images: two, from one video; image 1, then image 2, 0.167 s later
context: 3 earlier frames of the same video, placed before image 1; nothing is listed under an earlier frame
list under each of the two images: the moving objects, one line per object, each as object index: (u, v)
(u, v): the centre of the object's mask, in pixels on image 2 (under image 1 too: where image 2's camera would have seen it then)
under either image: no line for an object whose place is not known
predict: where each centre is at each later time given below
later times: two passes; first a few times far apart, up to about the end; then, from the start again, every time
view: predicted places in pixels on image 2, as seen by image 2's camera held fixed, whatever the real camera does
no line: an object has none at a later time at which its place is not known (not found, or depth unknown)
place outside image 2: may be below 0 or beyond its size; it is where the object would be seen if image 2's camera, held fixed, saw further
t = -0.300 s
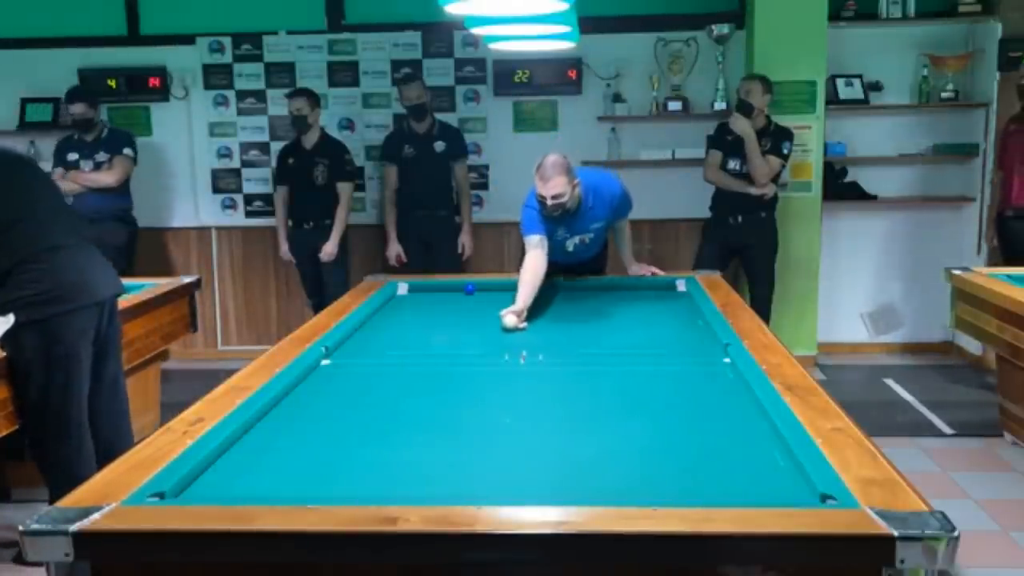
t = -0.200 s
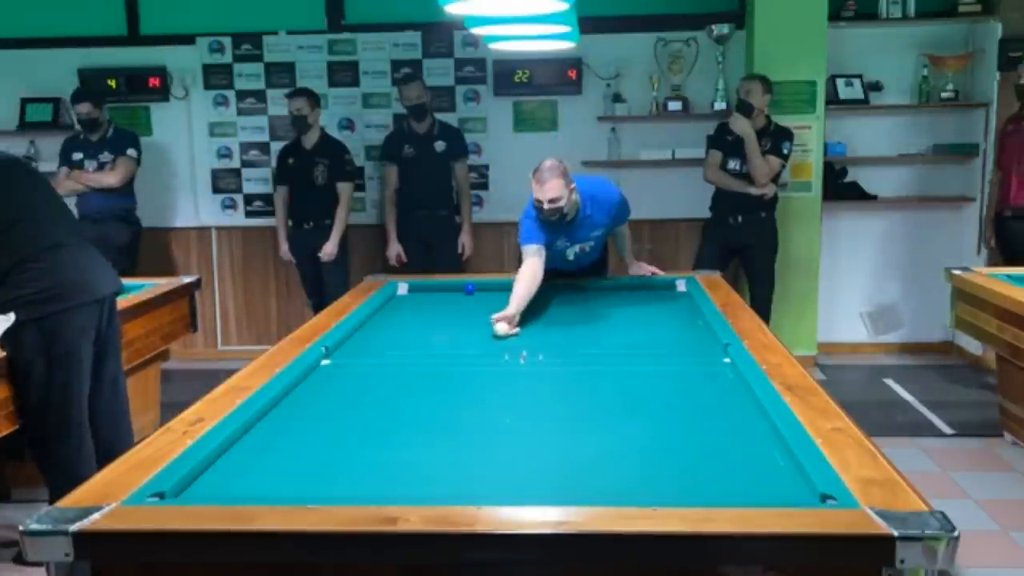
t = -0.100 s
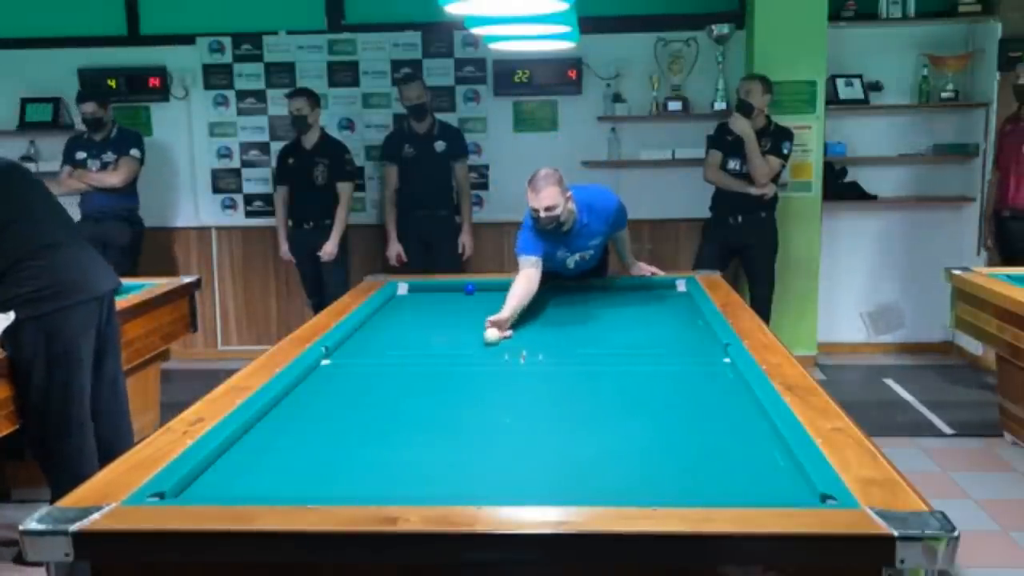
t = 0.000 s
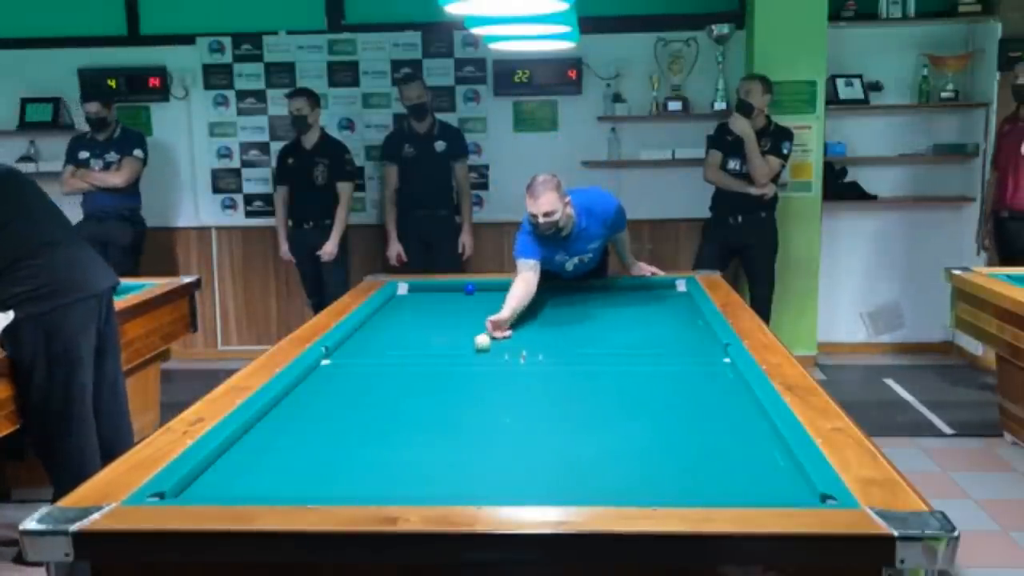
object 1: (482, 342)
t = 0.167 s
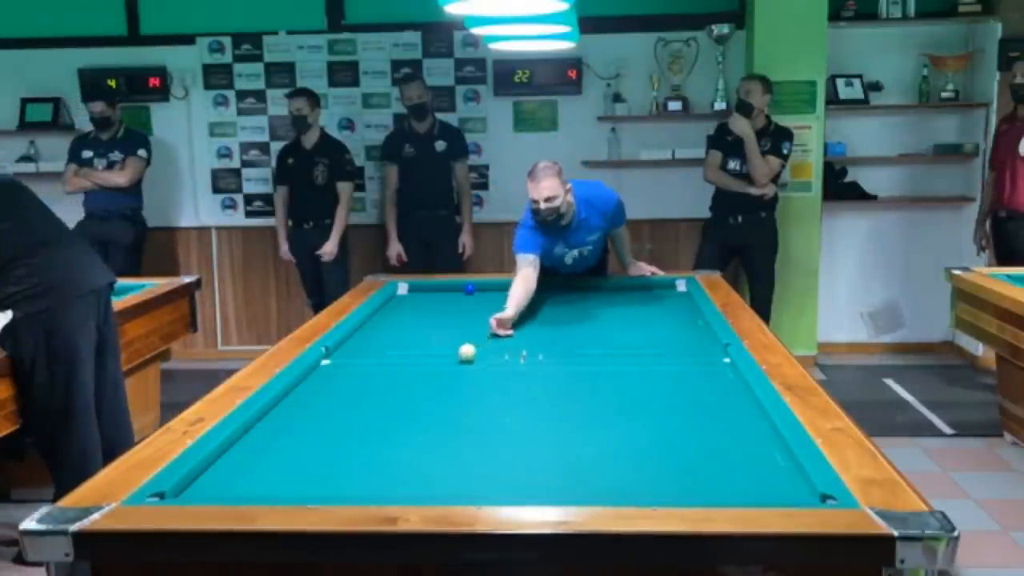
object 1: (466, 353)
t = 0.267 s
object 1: (456, 359)
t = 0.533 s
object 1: (427, 379)
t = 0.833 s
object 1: (389, 405)
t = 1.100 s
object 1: (348, 432)
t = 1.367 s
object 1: (300, 464)
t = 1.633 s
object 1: (244, 493)
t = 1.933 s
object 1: (251, 474)
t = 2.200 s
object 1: (255, 454)
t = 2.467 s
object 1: (260, 436)
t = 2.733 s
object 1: (263, 421)
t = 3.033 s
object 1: (283, 406)
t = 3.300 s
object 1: (300, 396)
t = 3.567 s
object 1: (316, 385)
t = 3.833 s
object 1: (330, 376)
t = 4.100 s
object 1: (343, 368)
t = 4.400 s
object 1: (356, 359)
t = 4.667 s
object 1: (367, 352)
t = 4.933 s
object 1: (376, 346)
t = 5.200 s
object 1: (384, 341)
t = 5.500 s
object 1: (392, 335)
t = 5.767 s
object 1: (400, 330)
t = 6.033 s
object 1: (406, 326)
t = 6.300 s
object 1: (412, 322)
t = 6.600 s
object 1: (418, 318)
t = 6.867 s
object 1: (423, 314)
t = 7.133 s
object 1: (427, 311)
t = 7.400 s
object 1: (431, 309)
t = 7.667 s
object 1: (435, 306)
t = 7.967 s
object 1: (439, 303)
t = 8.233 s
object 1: (443, 301)
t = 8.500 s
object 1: (446, 299)
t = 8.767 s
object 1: (449, 297)
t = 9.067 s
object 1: (452, 296)
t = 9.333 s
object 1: (454, 294)
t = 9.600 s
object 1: (456, 293)
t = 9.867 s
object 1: (458, 292)
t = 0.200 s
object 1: (463, 355)
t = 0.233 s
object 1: (460, 357)
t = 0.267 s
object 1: (456, 359)
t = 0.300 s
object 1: (453, 361)
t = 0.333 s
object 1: (450, 364)
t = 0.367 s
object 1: (446, 366)
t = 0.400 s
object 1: (442, 369)
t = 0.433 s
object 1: (439, 371)
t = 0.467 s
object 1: (435, 374)
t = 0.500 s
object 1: (431, 376)
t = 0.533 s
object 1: (427, 379)
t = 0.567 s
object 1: (423, 382)
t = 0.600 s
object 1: (419, 384)
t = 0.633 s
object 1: (415, 387)
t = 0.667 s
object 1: (411, 390)
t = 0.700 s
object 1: (407, 393)
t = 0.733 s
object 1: (402, 396)
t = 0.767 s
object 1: (398, 398)
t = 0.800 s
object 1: (393, 402)
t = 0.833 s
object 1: (389, 405)
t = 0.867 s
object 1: (384, 408)
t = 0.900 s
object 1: (379, 411)
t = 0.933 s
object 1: (374, 414)
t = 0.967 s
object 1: (370, 418)
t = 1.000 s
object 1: (364, 421)
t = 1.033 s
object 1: (359, 424)
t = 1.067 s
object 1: (354, 428)
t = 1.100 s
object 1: (348, 432)
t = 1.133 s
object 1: (343, 435)
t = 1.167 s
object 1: (337, 439)
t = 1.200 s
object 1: (332, 443)
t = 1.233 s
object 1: (326, 447)
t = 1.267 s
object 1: (319, 451)
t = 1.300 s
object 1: (313, 455)
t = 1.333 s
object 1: (307, 459)
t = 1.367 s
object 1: (300, 464)
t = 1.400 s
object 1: (294, 468)
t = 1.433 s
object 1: (287, 472)
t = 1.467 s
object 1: (280, 477)
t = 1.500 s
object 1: (274, 481)
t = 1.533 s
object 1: (267, 484)
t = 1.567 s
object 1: (260, 488)
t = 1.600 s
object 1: (253, 490)
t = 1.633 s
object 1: (244, 493)
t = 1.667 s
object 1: (245, 491)
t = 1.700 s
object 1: (246, 490)
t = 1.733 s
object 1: (248, 486)
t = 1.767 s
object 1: (248, 485)
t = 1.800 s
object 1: (249, 483)
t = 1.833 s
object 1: (249, 482)
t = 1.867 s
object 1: (249, 479)
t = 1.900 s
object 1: (250, 476)
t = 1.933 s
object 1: (251, 474)
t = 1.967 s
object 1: (251, 471)
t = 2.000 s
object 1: (252, 469)
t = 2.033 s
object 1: (253, 467)
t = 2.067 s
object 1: (253, 464)
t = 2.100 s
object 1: (254, 461)
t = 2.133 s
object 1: (255, 458)
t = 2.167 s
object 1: (255, 456)
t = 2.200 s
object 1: (255, 454)
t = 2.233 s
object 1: (256, 452)
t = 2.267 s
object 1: (257, 449)
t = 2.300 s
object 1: (257, 447)
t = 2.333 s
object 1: (257, 445)
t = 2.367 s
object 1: (258, 443)
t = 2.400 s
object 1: (258, 441)
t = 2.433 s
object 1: (259, 438)
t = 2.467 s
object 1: (260, 436)
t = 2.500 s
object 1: (260, 434)
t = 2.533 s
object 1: (260, 432)
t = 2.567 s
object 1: (261, 430)
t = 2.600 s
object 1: (261, 428)
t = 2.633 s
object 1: (262, 426)
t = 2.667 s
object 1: (262, 424)
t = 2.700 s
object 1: (263, 423)
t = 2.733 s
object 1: (263, 421)
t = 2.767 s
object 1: (265, 419)
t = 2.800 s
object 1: (267, 417)
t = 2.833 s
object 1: (269, 416)
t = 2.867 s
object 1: (272, 414)
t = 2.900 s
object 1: (274, 412)
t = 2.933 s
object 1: (276, 411)
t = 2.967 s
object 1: (279, 409)
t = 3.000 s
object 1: (281, 408)
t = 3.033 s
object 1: (283, 406)
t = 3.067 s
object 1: (286, 405)
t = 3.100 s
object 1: (288, 404)
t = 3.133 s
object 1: (290, 402)
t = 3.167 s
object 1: (292, 401)
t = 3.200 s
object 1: (294, 400)
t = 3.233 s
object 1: (296, 398)
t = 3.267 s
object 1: (298, 397)
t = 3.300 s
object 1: (300, 396)
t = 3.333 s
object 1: (302, 395)
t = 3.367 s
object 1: (304, 393)
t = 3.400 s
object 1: (306, 392)
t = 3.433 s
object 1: (308, 390)
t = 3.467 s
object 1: (310, 389)
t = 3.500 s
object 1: (312, 388)
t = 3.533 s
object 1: (314, 386)
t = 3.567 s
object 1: (316, 385)
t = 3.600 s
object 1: (318, 384)
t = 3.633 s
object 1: (320, 383)
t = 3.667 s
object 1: (321, 382)
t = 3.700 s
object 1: (323, 381)
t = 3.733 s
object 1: (325, 380)
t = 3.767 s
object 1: (327, 379)
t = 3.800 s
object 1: (329, 377)
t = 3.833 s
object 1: (330, 376)
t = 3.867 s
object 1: (332, 375)
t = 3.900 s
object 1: (333, 374)
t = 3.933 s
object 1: (335, 373)
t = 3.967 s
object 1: (337, 372)
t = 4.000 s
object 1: (338, 371)
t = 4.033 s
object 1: (340, 370)
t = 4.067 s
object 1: (342, 369)
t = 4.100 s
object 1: (343, 368)
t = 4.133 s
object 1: (344, 367)
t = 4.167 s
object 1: (346, 366)
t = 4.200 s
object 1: (347, 365)
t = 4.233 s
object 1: (349, 364)
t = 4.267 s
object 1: (350, 363)
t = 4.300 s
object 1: (352, 362)
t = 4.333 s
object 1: (353, 361)
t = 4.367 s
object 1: (354, 360)
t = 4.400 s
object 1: (356, 359)
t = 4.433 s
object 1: (357, 358)
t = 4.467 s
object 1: (358, 358)
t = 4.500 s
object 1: (360, 357)
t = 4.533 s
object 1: (361, 356)
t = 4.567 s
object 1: (362, 355)
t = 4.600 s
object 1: (364, 354)
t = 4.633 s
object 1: (365, 354)
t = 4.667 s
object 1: (367, 352)
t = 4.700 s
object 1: (367, 352)
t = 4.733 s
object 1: (369, 351)
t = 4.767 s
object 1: (370, 350)
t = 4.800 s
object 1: (371, 349)
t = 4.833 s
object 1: (372, 349)
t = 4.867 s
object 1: (373, 348)
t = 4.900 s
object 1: (374, 347)
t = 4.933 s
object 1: (376, 346)
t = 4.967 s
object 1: (377, 346)
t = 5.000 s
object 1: (378, 345)
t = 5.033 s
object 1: (379, 344)
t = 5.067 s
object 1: (380, 344)
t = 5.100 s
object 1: (381, 343)
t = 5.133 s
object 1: (382, 342)
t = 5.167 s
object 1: (383, 342)
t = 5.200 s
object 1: (384, 341)
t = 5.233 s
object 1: (385, 340)
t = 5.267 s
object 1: (386, 339)
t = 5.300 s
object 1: (387, 339)
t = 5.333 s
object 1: (388, 338)
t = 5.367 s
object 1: (389, 338)
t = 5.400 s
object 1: (390, 337)
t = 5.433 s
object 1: (391, 336)
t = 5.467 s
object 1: (392, 336)
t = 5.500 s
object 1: (392, 335)
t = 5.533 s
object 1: (394, 334)
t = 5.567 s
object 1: (395, 334)
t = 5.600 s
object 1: (395, 333)
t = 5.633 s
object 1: (396, 333)
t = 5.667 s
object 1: (397, 332)
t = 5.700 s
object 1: (398, 331)
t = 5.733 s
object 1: (399, 331)
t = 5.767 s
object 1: (400, 330)
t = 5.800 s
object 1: (401, 330)
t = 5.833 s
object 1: (401, 329)
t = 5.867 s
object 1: (402, 329)
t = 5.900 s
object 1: (403, 328)
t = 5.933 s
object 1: (404, 328)
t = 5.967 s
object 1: (405, 327)
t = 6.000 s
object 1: (405, 327)
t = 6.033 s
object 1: (406, 326)
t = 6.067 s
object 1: (407, 325)
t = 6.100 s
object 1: (408, 325)
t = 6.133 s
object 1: (408, 324)
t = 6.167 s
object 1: (409, 324)
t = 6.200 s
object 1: (410, 323)
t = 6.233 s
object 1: (411, 323)
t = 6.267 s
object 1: (411, 322)
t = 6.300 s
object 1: (412, 322)
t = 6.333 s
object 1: (413, 321)
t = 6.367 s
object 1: (413, 321)
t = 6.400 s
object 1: (414, 320)
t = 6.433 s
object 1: (415, 320)
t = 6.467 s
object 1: (415, 319)
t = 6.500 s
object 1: (416, 319)
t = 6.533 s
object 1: (416, 319)
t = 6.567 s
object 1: (417, 318)
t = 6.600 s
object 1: (418, 318)
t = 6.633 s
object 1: (418, 317)
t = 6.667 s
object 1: (419, 317)
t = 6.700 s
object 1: (419, 316)
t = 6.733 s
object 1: (420, 316)
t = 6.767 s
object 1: (421, 316)
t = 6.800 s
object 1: (421, 315)
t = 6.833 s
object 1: (422, 315)
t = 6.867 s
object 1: (423, 314)
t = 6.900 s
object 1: (423, 314)
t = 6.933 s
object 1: (424, 314)
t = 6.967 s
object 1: (424, 313)
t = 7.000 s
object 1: (425, 313)
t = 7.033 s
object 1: (426, 312)
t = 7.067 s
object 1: (426, 312)
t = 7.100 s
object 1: (427, 312)
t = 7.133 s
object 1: (427, 311)
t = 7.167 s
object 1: (428, 311)
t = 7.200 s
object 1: (428, 311)
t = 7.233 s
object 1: (429, 310)
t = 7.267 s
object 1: (429, 310)
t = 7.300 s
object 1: (429, 310)
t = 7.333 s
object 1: (430, 309)
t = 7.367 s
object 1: (431, 309)
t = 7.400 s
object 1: (431, 309)
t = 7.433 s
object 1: (432, 308)
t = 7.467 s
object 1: (432, 308)
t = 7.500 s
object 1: (433, 308)
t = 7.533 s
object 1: (433, 307)
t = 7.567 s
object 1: (434, 307)
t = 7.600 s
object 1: (434, 307)
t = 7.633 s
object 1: (434, 306)
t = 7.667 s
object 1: (435, 306)
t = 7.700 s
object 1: (435, 306)
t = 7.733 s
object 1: (436, 305)
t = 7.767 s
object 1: (436, 305)
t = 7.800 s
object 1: (437, 305)
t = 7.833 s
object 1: (437, 305)
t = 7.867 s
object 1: (438, 304)
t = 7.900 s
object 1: (438, 304)
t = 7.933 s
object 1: (439, 304)
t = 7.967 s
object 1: (439, 303)
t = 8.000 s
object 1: (440, 303)
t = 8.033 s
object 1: (440, 303)
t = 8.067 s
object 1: (441, 302)
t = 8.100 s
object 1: (441, 302)
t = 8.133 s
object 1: (442, 302)
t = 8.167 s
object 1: (442, 301)
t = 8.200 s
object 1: (442, 301)
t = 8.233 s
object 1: (443, 301)
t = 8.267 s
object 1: (443, 301)
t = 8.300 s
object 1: (444, 301)
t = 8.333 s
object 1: (444, 300)
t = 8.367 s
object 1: (444, 300)
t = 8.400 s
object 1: (445, 300)
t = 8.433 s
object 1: (445, 300)
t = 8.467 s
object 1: (445, 300)
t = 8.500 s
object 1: (446, 299)
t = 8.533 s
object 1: (446, 299)
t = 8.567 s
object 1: (447, 299)
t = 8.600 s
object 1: (447, 299)
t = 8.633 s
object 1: (447, 298)
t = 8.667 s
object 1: (448, 298)
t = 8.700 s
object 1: (448, 298)
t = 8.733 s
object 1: (448, 298)
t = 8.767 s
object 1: (449, 297)
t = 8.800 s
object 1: (449, 297)
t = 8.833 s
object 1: (449, 297)
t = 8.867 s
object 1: (450, 297)
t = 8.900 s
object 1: (450, 297)
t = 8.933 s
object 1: (450, 296)
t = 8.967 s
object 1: (451, 296)
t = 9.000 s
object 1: (451, 296)
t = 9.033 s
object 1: (452, 296)
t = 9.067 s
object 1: (452, 296)
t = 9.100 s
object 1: (452, 295)
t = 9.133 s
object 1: (452, 295)
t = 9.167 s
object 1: (453, 295)
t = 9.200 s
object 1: (453, 295)
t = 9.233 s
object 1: (453, 295)
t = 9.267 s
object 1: (453, 295)
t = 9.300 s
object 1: (454, 295)
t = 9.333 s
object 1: (454, 294)
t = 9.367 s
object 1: (454, 294)
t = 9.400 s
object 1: (455, 294)
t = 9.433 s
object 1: (455, 294)
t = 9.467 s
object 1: (455, 294)
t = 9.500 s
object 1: (455, 294)
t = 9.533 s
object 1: (456, 294)
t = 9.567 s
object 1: (456, 293)
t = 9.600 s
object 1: (456, 293)
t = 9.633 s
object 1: (456, 293)
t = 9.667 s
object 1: (456, 293)
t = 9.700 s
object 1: (457, 293)
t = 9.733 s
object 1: (457, 293)
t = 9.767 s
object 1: (457, 293)
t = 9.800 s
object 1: (457, 292)
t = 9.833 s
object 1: (458, 292)
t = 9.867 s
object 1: (458, 292)
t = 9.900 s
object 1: (458, 292)
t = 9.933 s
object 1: (458, 292)
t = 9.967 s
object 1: (458, 292)
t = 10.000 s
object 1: (458, 292)
